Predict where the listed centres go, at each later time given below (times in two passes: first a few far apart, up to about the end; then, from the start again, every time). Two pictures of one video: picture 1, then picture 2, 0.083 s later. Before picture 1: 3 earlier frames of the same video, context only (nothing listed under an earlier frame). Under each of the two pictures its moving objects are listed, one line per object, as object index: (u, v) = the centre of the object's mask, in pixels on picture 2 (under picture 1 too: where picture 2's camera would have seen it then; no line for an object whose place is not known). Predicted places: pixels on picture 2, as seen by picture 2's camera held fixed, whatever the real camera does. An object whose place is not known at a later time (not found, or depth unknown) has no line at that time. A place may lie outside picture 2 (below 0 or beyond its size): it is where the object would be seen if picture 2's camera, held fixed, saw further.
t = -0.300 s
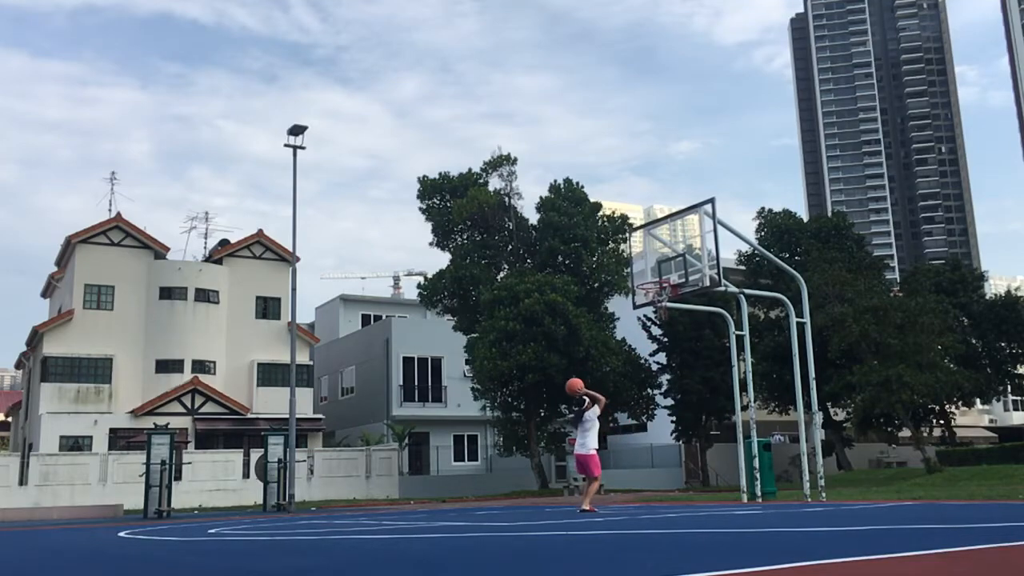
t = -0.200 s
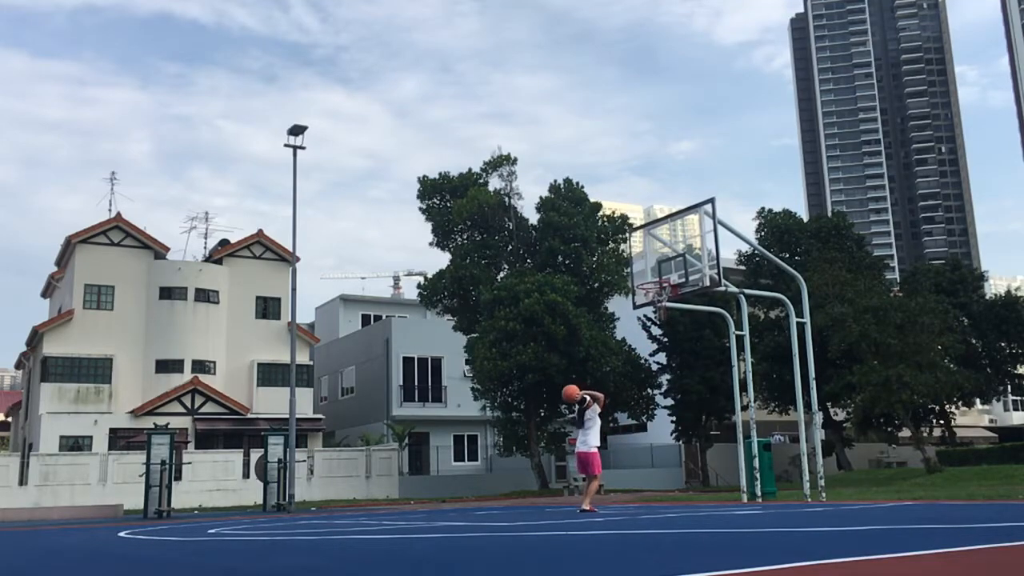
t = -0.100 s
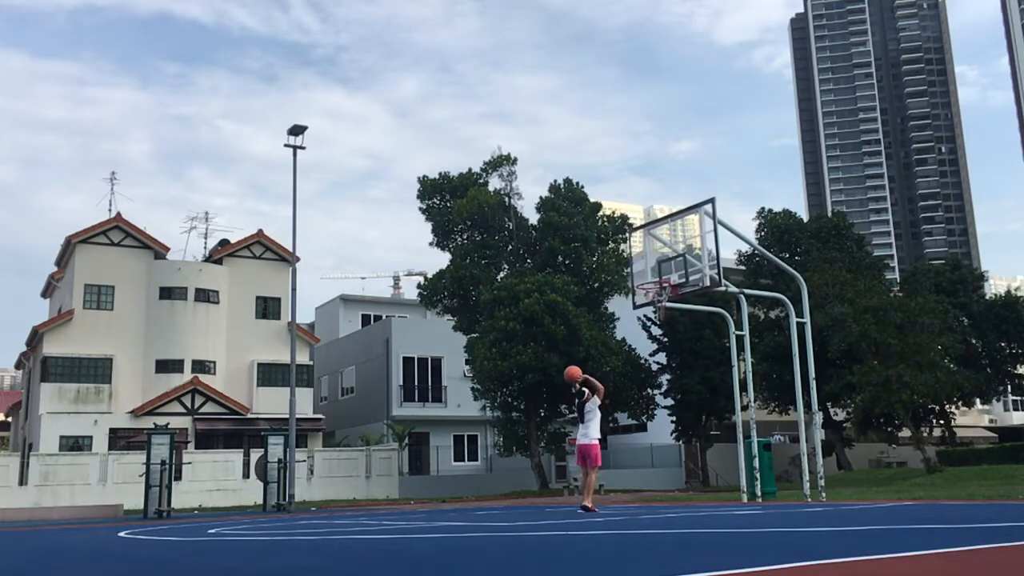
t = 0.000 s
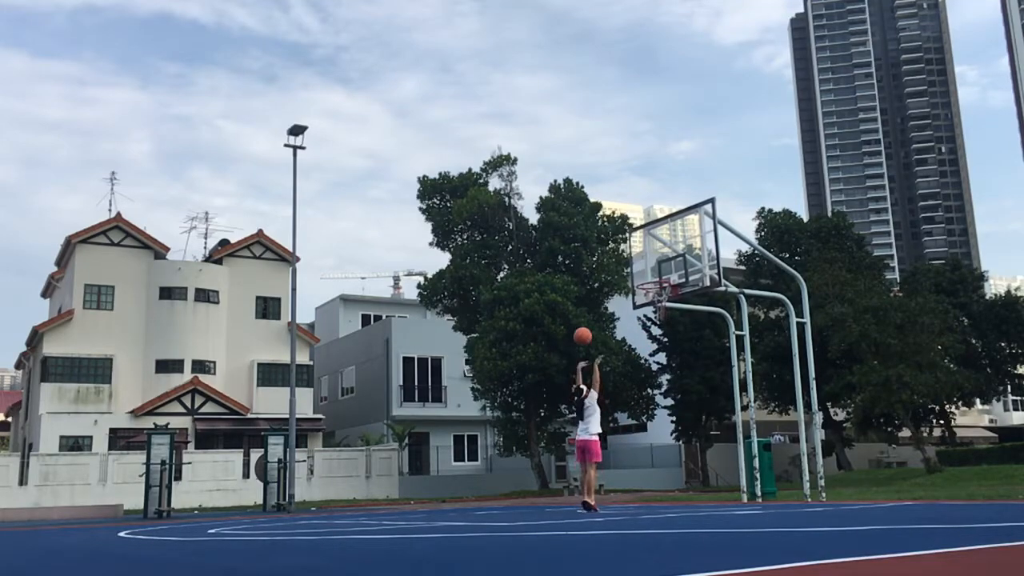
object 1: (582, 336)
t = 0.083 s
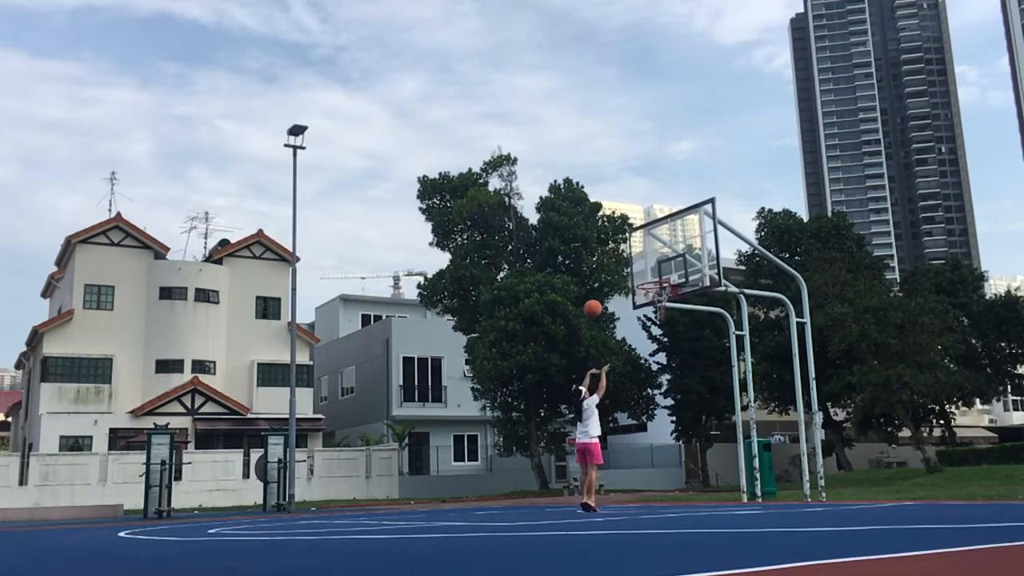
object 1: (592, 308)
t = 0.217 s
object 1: (609, 275)
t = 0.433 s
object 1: (635, 252)
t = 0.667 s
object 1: (664, 262)
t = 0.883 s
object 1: (647, 292)
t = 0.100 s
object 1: (594, 303)
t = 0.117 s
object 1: (597, 298)
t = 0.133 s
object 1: (599, 294)
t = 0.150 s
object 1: (600, 290)
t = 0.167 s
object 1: (603, 286)
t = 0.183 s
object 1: (604, 283)
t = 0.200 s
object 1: (607, 279)
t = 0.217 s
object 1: (609, 275)
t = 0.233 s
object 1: (611, 273)
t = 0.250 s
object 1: (613, 270)
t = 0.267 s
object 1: (615, 267)
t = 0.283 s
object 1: (617, 265)
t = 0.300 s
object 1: (619, 263)
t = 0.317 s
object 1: (621, 261)
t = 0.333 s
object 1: (623, 259)
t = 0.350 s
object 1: (625, 256)
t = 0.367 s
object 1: (627, 255)
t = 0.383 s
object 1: (629, 254)
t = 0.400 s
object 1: (630, 253)
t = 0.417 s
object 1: (633, 252)
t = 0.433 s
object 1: (635, 252)
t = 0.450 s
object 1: (637, 251)
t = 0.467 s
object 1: (639, 251)
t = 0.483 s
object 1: (641, 251)
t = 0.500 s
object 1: (643, 251)
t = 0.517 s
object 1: (645, 251)
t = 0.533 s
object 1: (647, 251)
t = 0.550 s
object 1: (649, 252)
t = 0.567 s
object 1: (651, 253)
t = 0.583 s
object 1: (654, 254)
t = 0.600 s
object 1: (656, 255)
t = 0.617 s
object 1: (657, 256)
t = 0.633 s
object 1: (659, 258)
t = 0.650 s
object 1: (662, 260)
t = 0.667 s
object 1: (664, 262)
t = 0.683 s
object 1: (663, 263)
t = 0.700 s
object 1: (662, 264)
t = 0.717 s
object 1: (661, 265)
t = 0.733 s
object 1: (659, 267)
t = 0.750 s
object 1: (657, 269)
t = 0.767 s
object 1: (656, 271)
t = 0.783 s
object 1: (654, 273)
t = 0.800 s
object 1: (653, 276)
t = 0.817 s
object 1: (652, 278)
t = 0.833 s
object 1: (650, 281)
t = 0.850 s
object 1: (650, 285)
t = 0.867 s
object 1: (648, 289)
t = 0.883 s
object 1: (647, 292)
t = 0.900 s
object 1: (646, 295)
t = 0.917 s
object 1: (644, 299)
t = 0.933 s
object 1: (643, 303)
